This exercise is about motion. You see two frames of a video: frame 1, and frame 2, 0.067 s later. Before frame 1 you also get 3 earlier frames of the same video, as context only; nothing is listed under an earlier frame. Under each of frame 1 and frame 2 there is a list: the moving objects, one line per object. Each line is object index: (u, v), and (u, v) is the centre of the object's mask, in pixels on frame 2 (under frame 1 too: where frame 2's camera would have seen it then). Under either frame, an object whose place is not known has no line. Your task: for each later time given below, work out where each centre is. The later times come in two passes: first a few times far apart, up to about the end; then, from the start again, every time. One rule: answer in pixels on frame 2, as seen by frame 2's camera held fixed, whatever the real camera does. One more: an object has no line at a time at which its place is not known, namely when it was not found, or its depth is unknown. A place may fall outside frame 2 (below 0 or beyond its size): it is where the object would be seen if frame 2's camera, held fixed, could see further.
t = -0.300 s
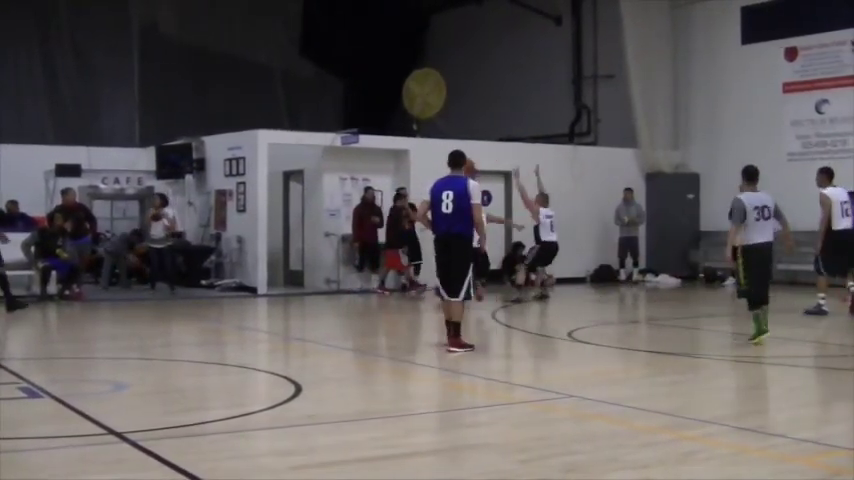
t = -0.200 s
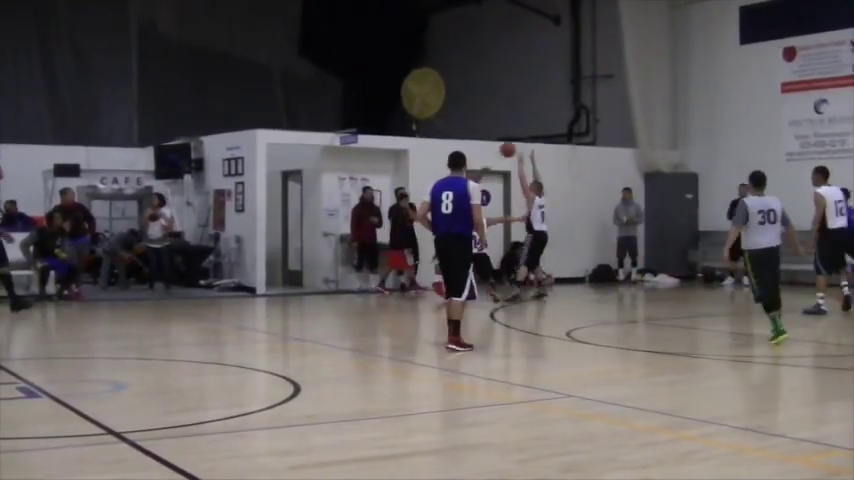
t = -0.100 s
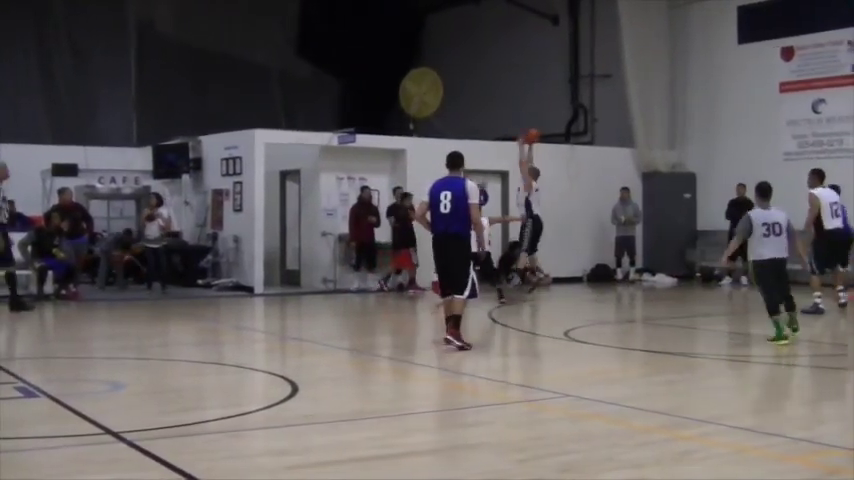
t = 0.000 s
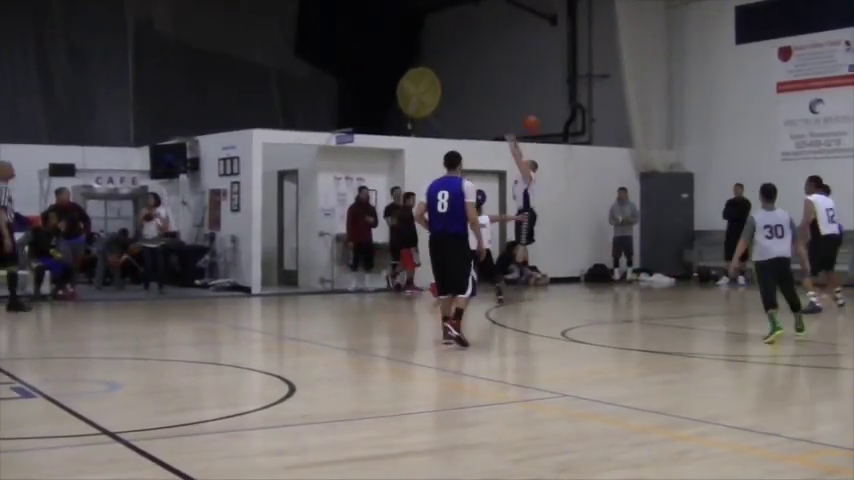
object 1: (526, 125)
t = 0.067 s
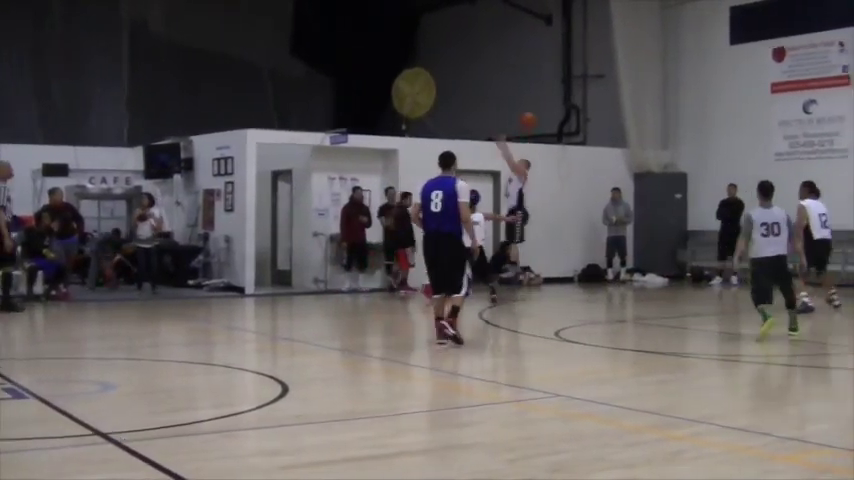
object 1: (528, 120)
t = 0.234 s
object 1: (531, 122)
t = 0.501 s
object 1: (534, 169)
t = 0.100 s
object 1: (530, 120)
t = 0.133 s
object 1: (530, 119)
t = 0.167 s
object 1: (530, 119)
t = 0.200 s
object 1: (530, 121)
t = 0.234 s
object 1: (531, 122)
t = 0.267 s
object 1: (531, 126)
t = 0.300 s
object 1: (531, 128)
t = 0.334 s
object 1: (531, 134)
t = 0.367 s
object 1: (532, 139)
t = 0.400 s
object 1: (532, 145)
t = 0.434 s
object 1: (533, 152)
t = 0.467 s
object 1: (533, 160)
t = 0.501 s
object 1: (534, 169)
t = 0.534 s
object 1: (534, 179)
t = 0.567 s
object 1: (535, 189)
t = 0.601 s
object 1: (535, 201)
